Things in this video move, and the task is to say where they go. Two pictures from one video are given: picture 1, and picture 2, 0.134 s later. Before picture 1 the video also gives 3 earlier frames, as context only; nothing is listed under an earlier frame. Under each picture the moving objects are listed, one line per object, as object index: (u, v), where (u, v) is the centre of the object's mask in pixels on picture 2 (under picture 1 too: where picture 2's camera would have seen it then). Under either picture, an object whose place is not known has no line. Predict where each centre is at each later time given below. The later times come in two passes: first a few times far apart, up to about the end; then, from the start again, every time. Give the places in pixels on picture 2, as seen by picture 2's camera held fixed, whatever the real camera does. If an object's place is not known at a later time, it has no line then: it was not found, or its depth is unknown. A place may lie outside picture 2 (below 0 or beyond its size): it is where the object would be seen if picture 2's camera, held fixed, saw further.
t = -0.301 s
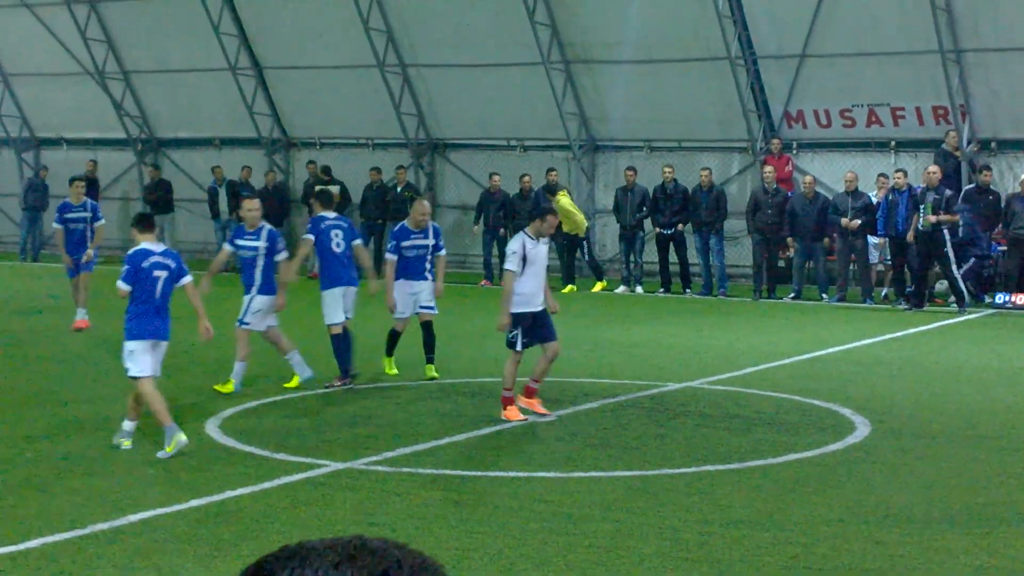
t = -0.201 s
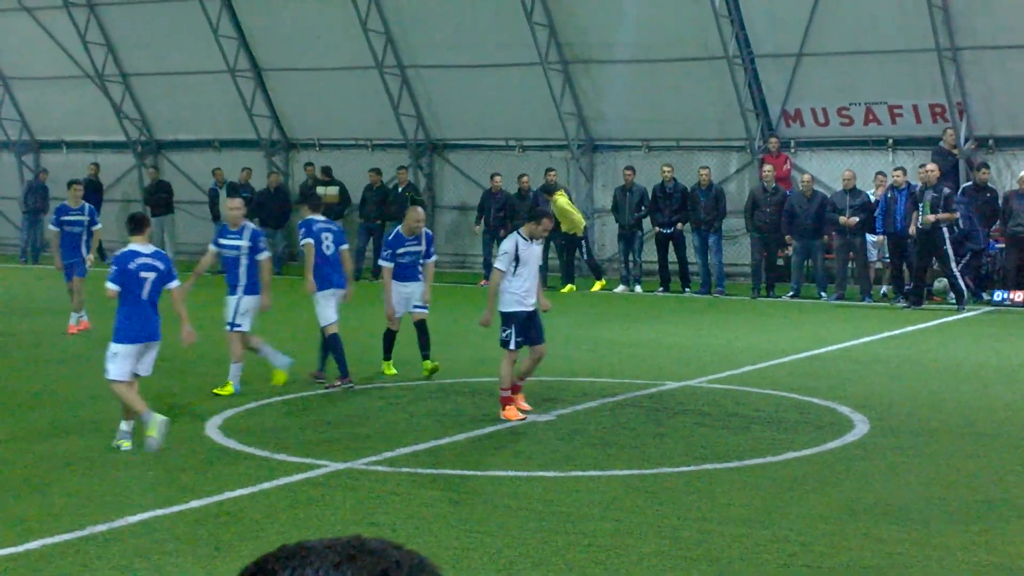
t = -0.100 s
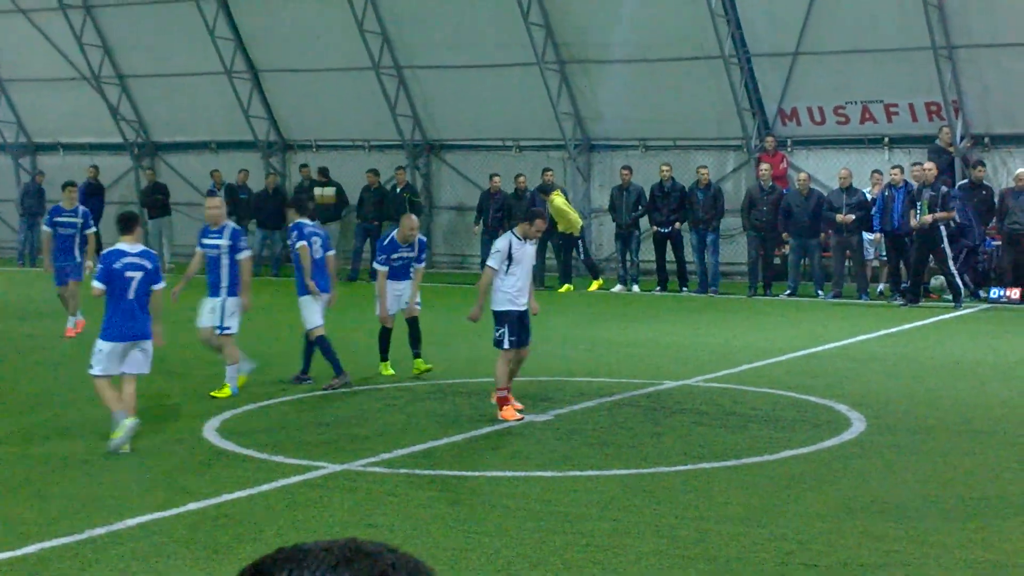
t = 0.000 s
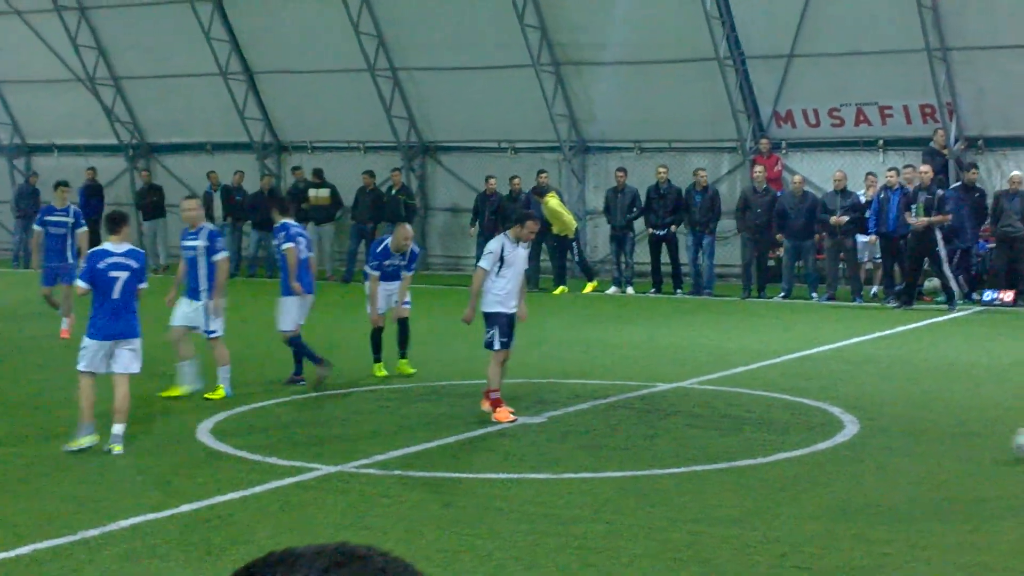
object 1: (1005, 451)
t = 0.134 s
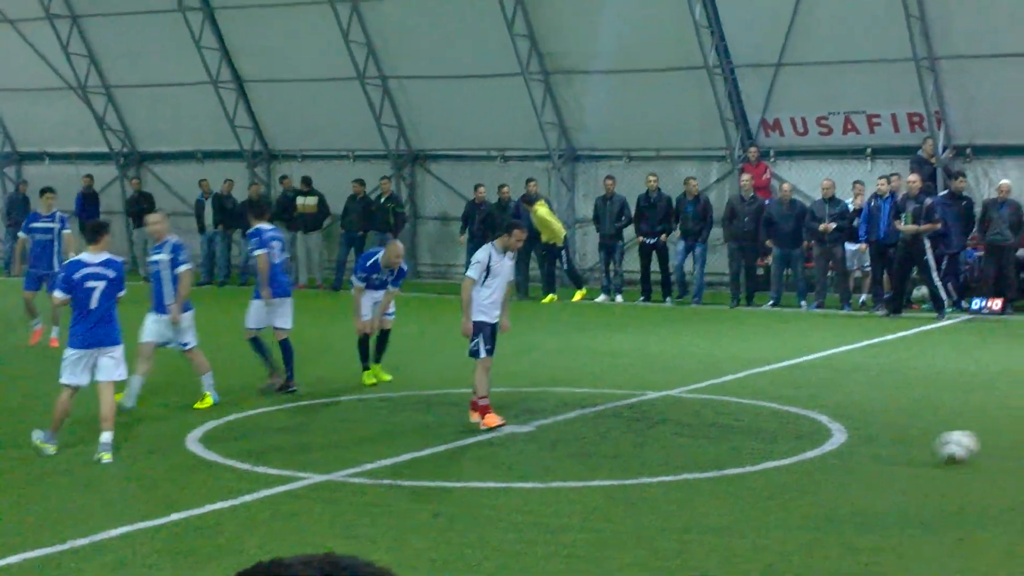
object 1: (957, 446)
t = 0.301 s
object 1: (882, 440)
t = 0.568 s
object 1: (769, 431)
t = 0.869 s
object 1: (653, 421)
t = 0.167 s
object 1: (941, 444)
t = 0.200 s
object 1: (926, 443)
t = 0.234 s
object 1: (910, 442)
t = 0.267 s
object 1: (896, 441)
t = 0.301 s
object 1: (882, 440)
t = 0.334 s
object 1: (866, 439)
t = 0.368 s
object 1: (851, 437)
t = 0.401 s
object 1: (838, 435)
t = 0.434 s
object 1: (824, 433)
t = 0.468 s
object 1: (811, 434)
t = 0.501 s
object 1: (797, 433)
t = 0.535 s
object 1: (783, 432)
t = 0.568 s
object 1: (769, 431)
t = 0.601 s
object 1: (756, 429)
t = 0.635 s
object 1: (743, 429)
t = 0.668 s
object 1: (730, 428)
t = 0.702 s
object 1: (717, 426)
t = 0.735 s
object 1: (706, 425)
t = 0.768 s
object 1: (692, 424)
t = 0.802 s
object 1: (677, 423)
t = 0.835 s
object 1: (665, 422)
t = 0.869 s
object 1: (653, 421)
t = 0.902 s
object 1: (641, 420)
